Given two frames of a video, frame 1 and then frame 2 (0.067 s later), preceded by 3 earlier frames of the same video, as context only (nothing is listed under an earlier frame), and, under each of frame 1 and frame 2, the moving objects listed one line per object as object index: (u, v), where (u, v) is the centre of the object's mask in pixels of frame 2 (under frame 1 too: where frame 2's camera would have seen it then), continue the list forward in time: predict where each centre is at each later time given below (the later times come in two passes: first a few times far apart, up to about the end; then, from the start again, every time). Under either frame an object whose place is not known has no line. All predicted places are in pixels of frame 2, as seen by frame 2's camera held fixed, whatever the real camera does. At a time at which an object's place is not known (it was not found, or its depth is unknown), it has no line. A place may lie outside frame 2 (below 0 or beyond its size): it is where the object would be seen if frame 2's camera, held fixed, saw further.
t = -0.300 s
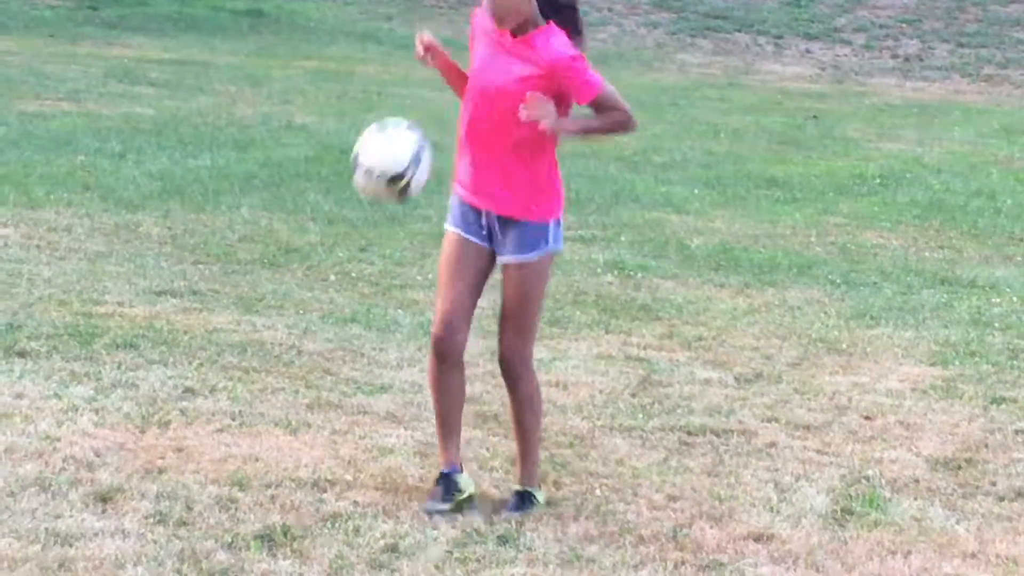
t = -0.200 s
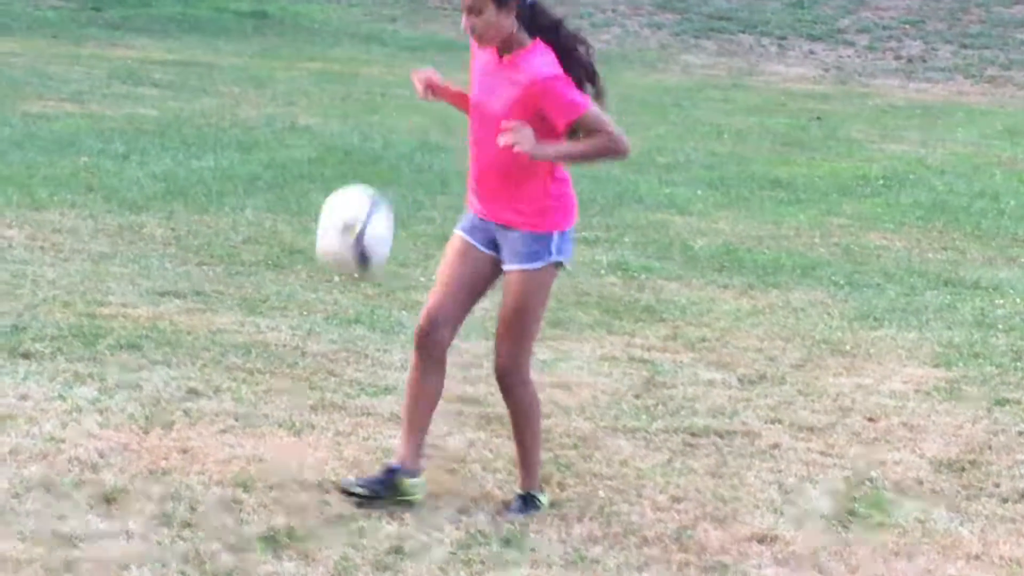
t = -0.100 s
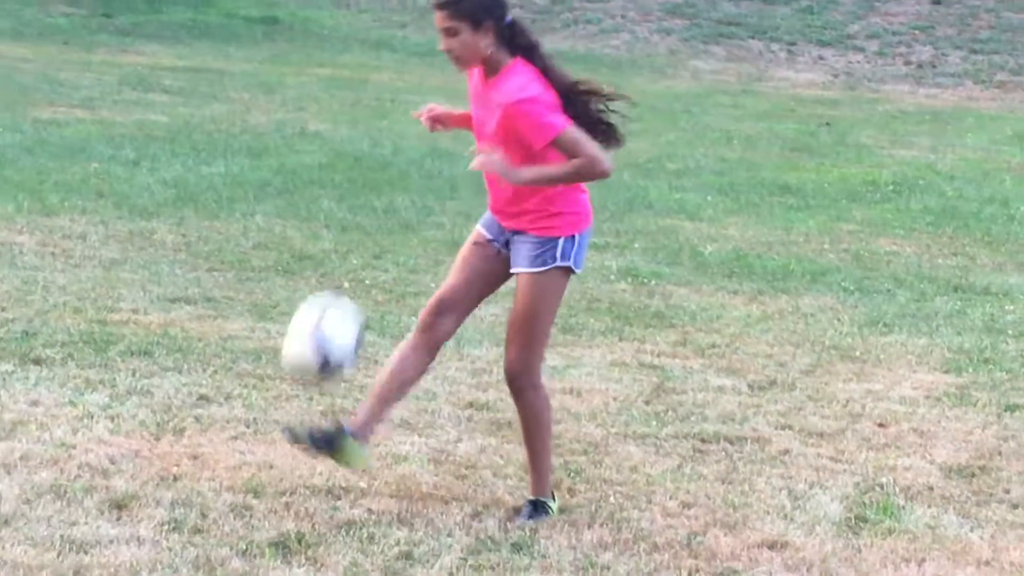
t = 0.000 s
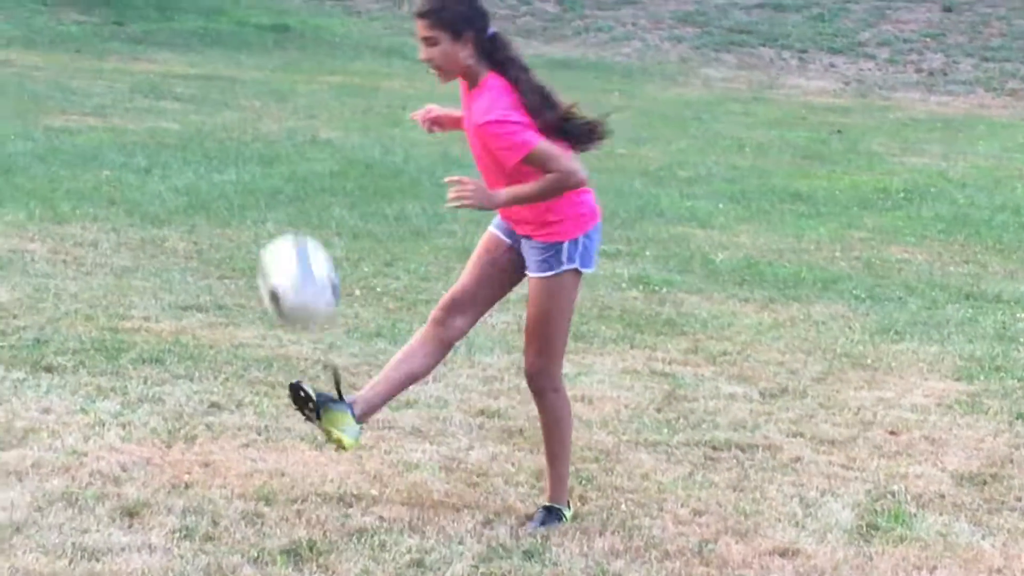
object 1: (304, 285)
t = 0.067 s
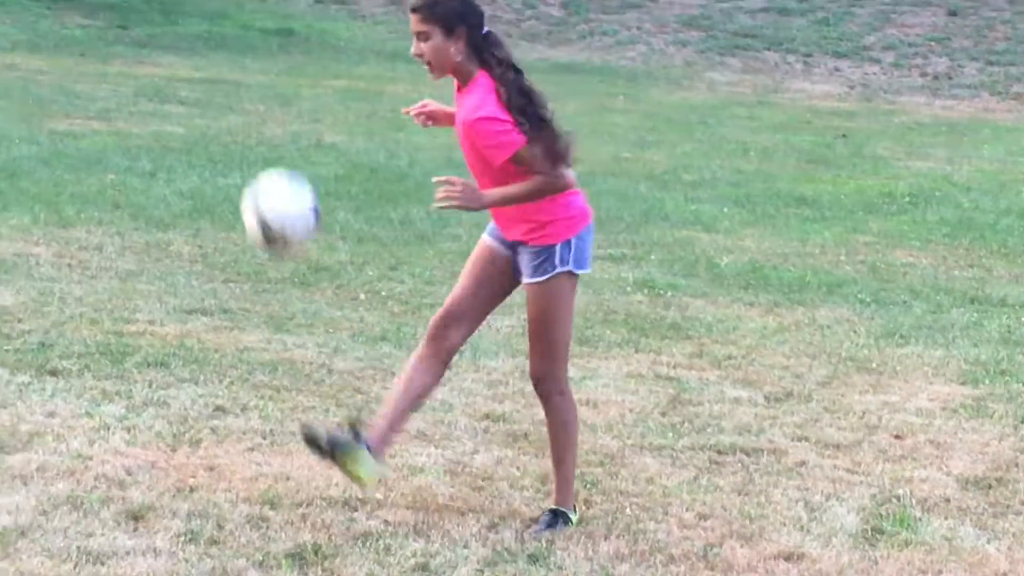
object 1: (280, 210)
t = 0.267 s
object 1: (210, 88)
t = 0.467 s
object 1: (133, 101)
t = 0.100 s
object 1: (269, 181)
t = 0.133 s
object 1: (257, 154)
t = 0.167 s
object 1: (246, 131)
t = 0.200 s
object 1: (235, 112)
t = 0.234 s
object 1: (222, 98)
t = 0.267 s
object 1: (210, 88)
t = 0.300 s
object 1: (198, 81)
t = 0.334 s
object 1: (185, 77)
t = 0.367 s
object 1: (172, 78)
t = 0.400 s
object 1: (160, 82)
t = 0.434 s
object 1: (146, 90)
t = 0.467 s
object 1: (133, 101)
